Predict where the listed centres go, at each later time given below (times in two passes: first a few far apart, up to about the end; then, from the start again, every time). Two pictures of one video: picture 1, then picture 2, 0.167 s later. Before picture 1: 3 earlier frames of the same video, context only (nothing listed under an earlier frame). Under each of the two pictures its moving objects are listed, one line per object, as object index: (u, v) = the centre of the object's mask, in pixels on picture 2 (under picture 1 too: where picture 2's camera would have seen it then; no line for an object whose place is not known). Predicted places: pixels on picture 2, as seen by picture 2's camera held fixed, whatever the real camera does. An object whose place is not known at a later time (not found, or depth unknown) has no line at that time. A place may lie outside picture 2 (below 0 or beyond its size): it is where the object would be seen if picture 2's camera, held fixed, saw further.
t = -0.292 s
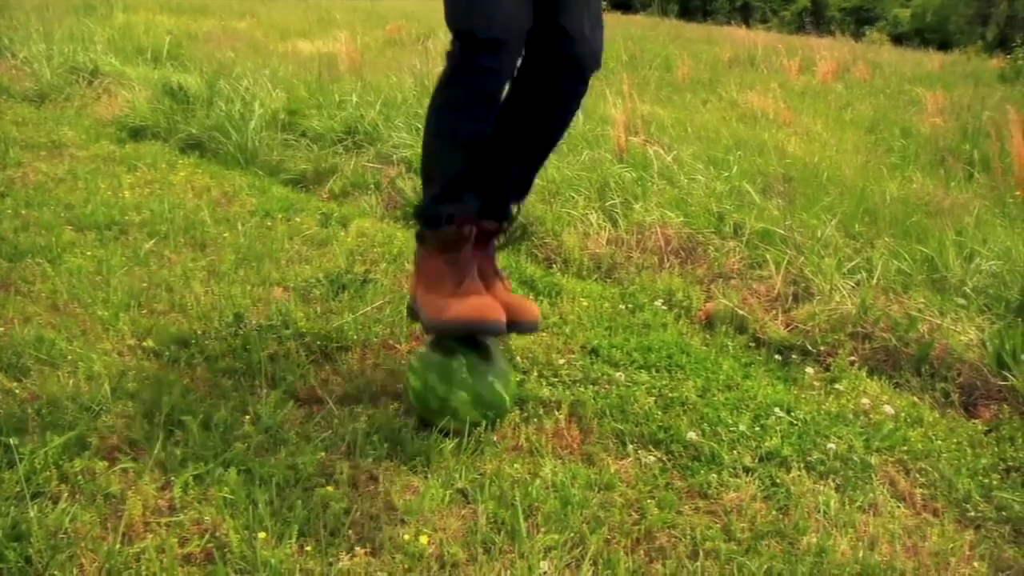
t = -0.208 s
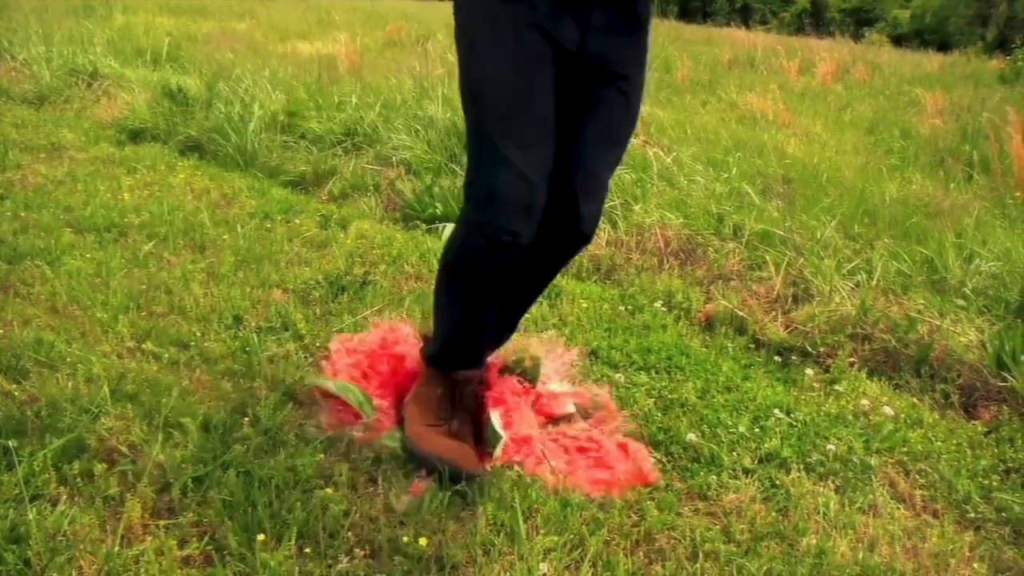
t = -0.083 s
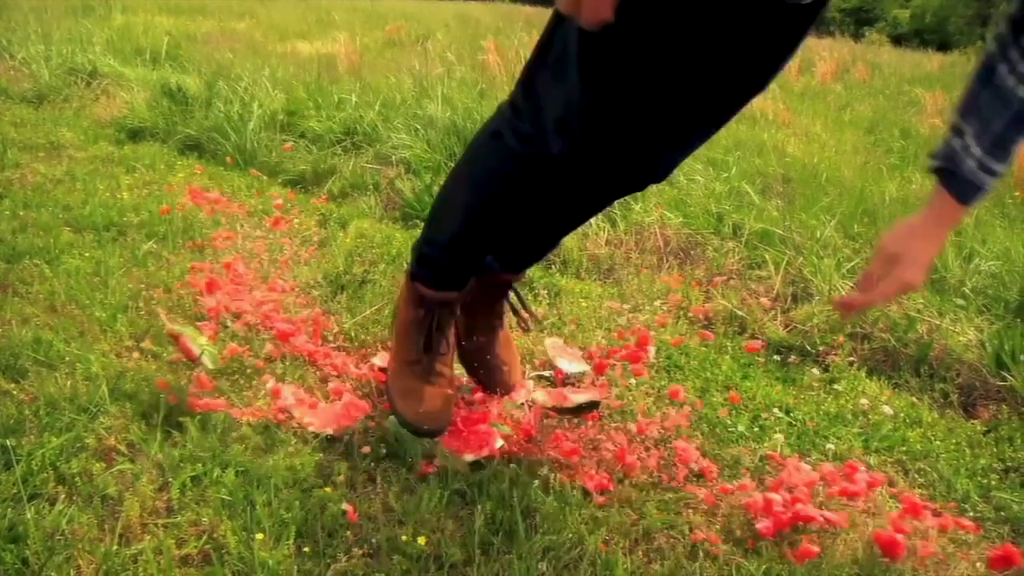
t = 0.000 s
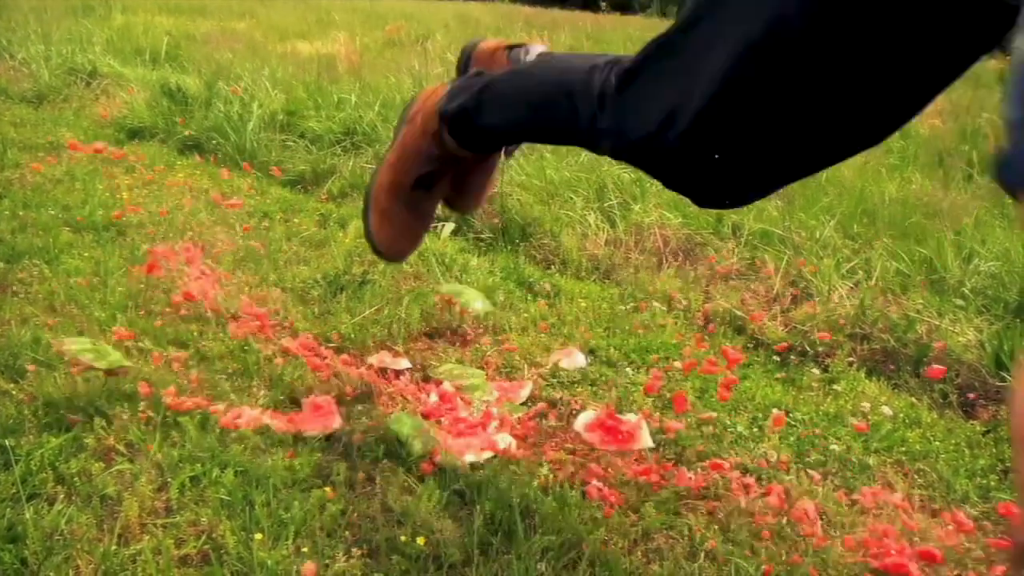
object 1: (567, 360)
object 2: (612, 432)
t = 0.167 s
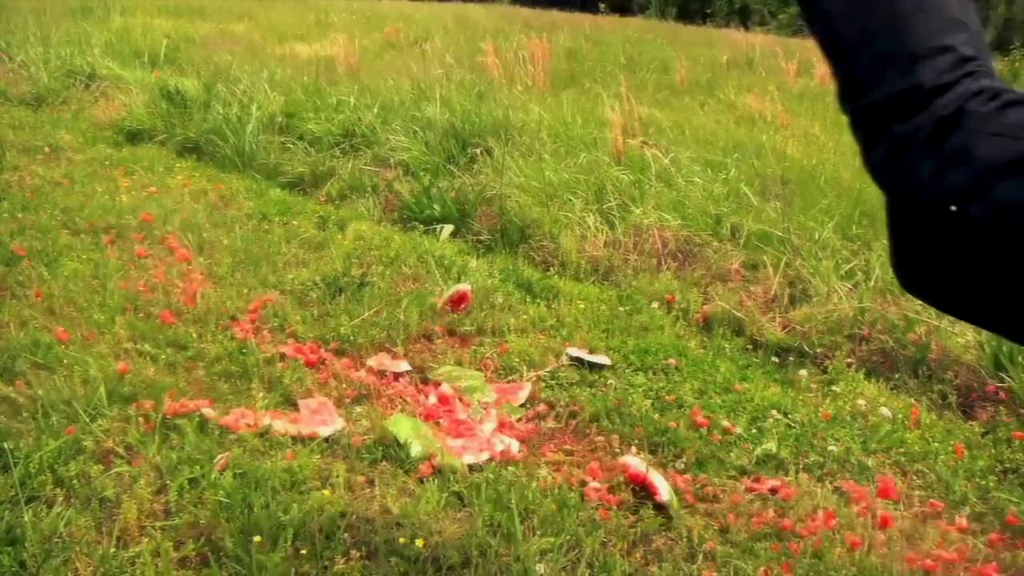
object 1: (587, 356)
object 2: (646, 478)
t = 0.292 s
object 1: (584, 363)
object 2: (654, 500)
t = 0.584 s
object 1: (585, 364)
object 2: (656, 500)
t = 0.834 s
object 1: (585, 364)
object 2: (656, 500)
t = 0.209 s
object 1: (585, 359)
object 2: (643, 479)
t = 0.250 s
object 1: (583, 363)
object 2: (643, 489)
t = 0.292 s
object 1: (584, 363)
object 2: (654, 500)
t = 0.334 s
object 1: (585, 364)
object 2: (656, 500)
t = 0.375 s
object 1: (584, 363)
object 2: (655, 500)
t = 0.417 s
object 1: (585, 363)
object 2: (656, 500)
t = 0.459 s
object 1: (584, 363)
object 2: (656, 500)
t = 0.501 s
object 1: (585, 364)
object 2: (655, 500)
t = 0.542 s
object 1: (584, 364)
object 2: (656, 500)
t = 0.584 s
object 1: (585, 364)
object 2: (656, 500)
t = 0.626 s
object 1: (585, 364)
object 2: (656, 500)
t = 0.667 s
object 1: (585, 364)
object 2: (656, 500)
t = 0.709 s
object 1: (585, 364)
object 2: (656, 500)
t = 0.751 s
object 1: (585, 364)
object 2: (656, 500)
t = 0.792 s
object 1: (585, 364)
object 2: (656, 500)
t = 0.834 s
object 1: (585, 364)
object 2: (656, 500)
